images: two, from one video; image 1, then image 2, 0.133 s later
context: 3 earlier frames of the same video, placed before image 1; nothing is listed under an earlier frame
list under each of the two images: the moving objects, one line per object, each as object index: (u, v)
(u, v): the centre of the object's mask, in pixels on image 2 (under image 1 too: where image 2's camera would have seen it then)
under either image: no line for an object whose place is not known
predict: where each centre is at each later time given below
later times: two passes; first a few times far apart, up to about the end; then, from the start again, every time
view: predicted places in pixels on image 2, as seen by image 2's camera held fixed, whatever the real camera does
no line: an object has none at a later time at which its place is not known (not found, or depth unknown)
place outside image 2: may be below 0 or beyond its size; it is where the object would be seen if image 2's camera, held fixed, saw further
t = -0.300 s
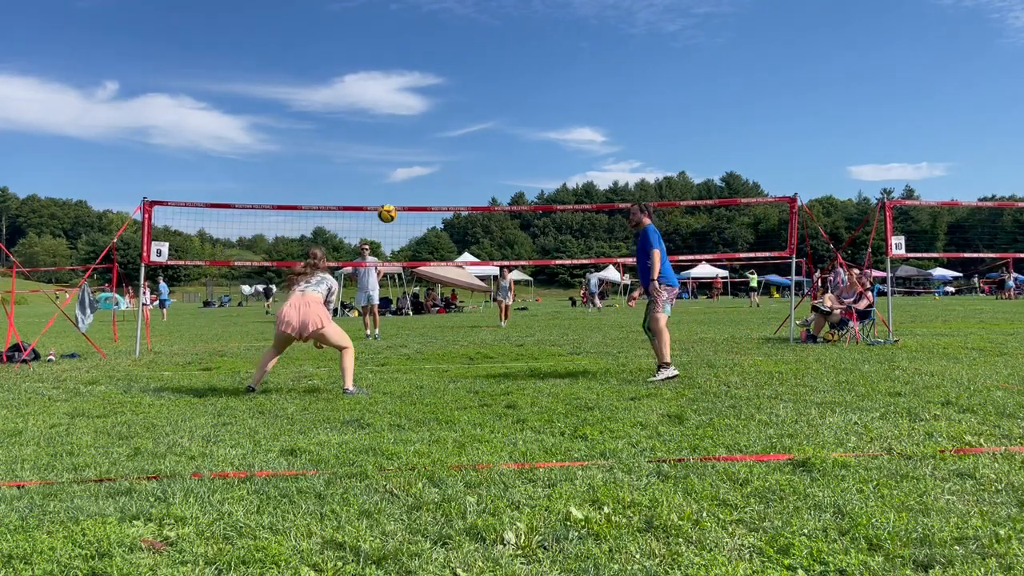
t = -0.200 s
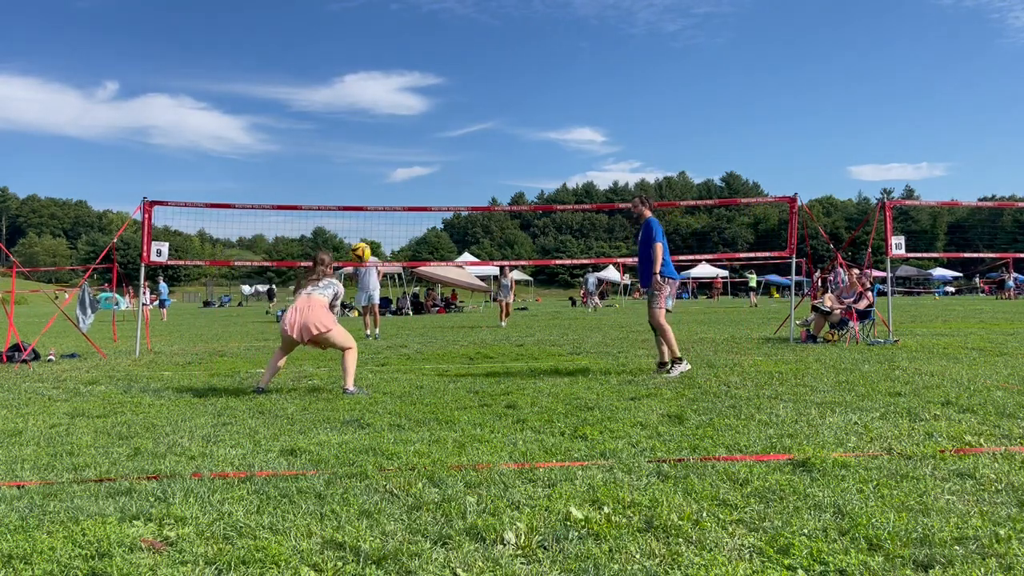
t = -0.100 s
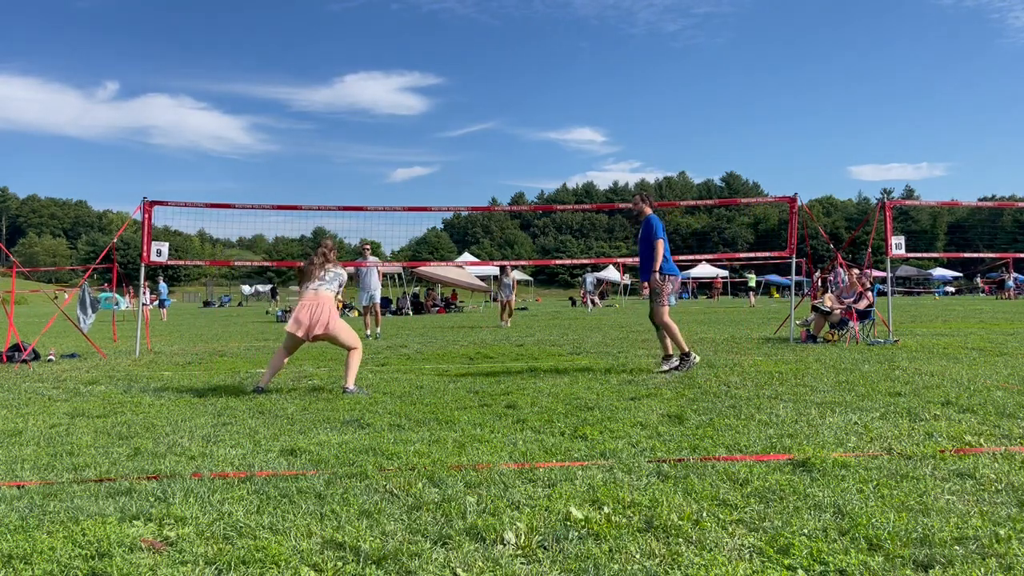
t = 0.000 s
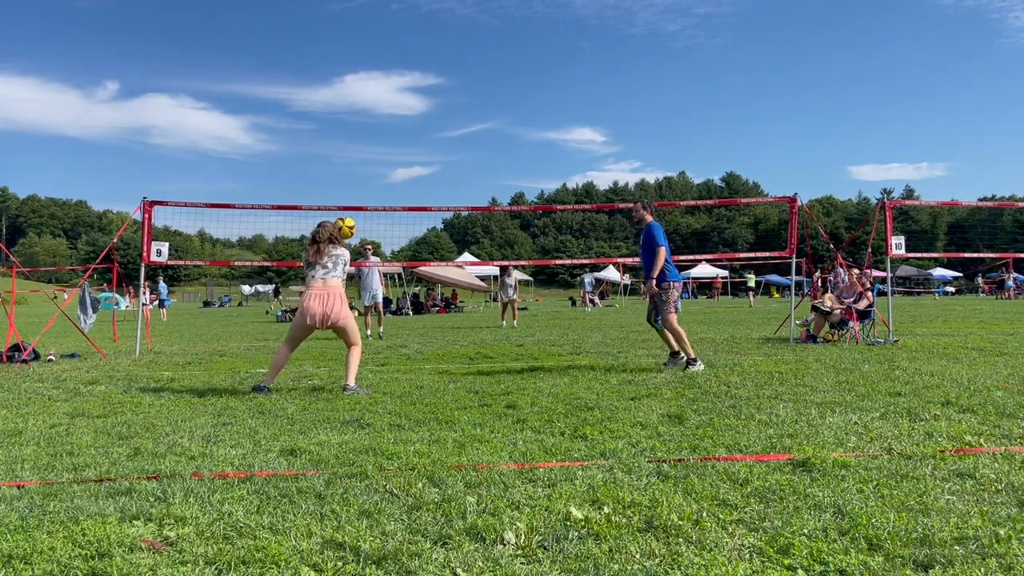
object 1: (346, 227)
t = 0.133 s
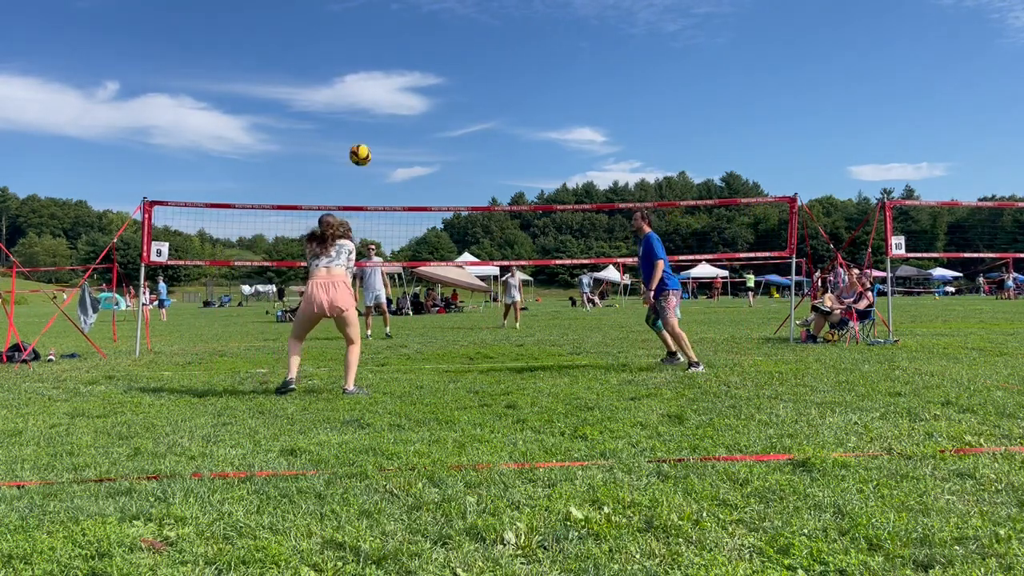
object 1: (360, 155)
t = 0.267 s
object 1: (374, 106)
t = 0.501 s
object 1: (397, 72)
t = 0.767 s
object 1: (419, 91)
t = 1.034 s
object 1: (439, 157)
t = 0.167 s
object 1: (364, 140)
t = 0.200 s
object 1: (368, 128)
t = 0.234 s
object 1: (371, 116)
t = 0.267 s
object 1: (374, 106)
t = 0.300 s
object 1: (377, 98)
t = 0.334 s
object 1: (381, 91)
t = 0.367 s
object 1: (384, 85)
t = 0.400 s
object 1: (388, 80)
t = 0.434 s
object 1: (391, 76)
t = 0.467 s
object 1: (394, 73)
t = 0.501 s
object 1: (397, 72)
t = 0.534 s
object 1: (400, 71)
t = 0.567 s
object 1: (403, 71)
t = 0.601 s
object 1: (406, 72)
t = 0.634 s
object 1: (408, 74)
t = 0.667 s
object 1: (411, 77)
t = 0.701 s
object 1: (414, 81)
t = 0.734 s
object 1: (417, 85)
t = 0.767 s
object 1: (419, 91)
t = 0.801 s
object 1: (422, 97)
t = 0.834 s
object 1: (425, 103)
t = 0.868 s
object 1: (427, 111)
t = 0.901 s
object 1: (430, 119)
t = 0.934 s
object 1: (432, 128)
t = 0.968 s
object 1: (434, 137)
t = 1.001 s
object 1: (437, 146)
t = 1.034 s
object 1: (439, 157)
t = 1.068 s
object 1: (442, 168)
